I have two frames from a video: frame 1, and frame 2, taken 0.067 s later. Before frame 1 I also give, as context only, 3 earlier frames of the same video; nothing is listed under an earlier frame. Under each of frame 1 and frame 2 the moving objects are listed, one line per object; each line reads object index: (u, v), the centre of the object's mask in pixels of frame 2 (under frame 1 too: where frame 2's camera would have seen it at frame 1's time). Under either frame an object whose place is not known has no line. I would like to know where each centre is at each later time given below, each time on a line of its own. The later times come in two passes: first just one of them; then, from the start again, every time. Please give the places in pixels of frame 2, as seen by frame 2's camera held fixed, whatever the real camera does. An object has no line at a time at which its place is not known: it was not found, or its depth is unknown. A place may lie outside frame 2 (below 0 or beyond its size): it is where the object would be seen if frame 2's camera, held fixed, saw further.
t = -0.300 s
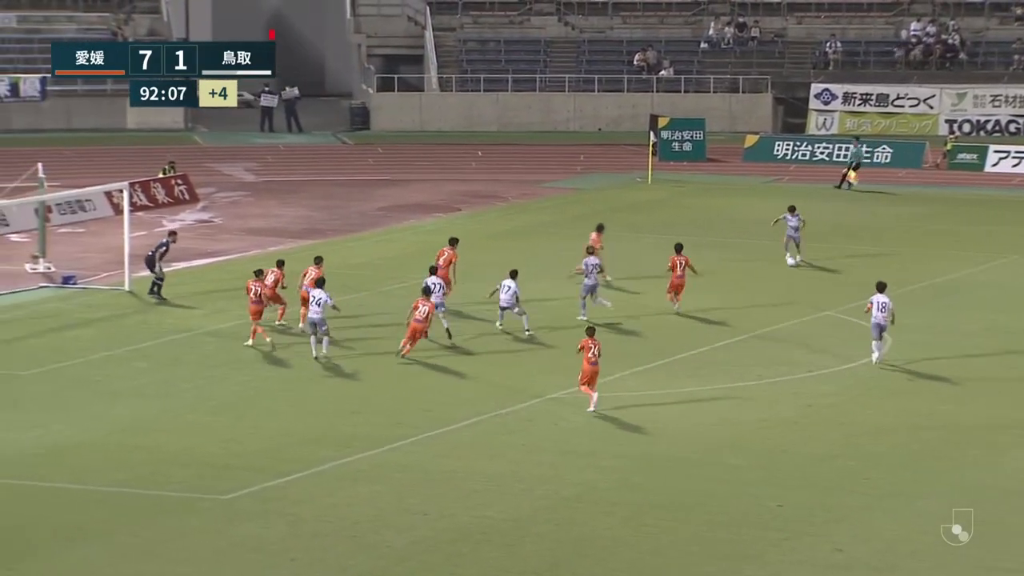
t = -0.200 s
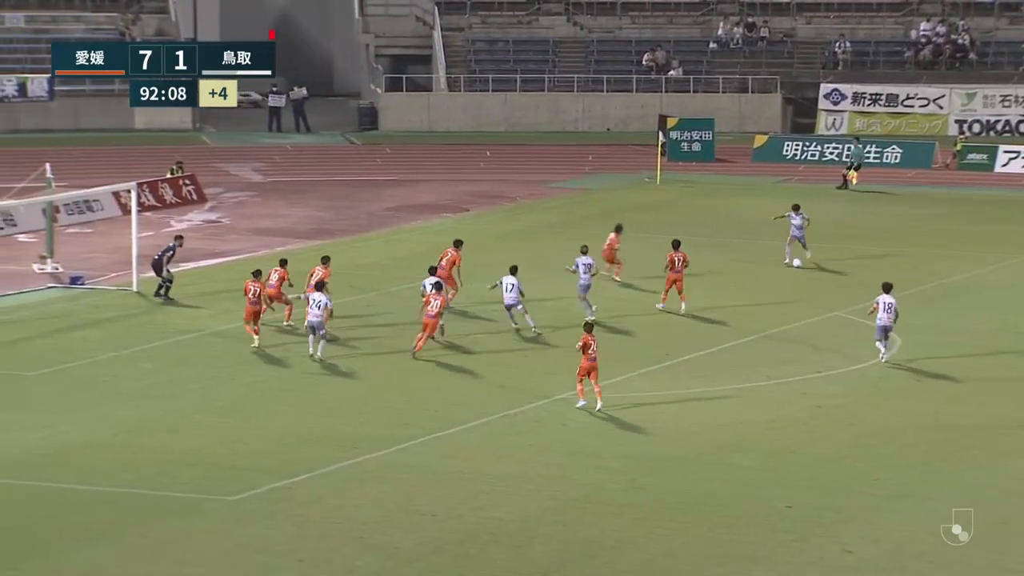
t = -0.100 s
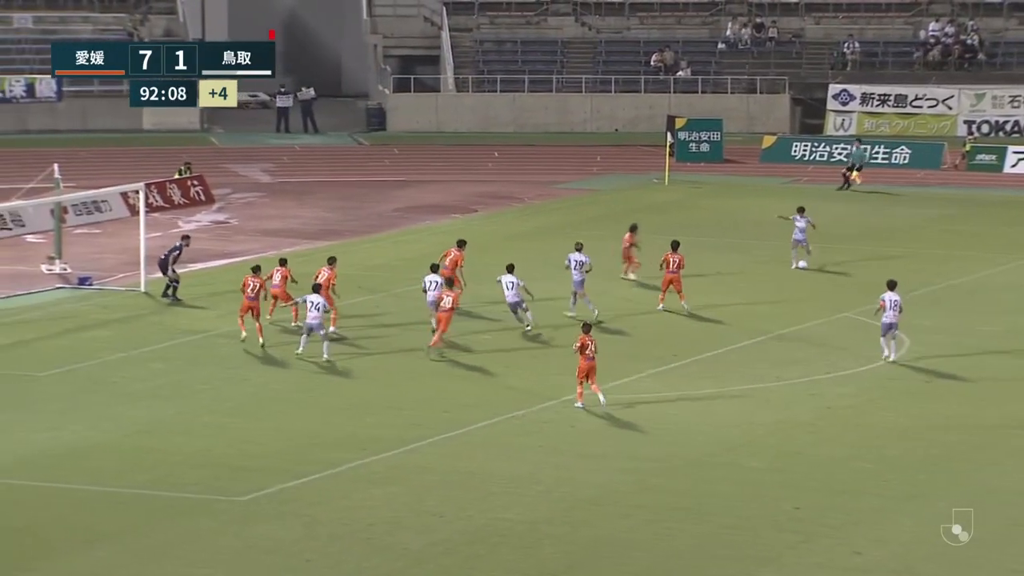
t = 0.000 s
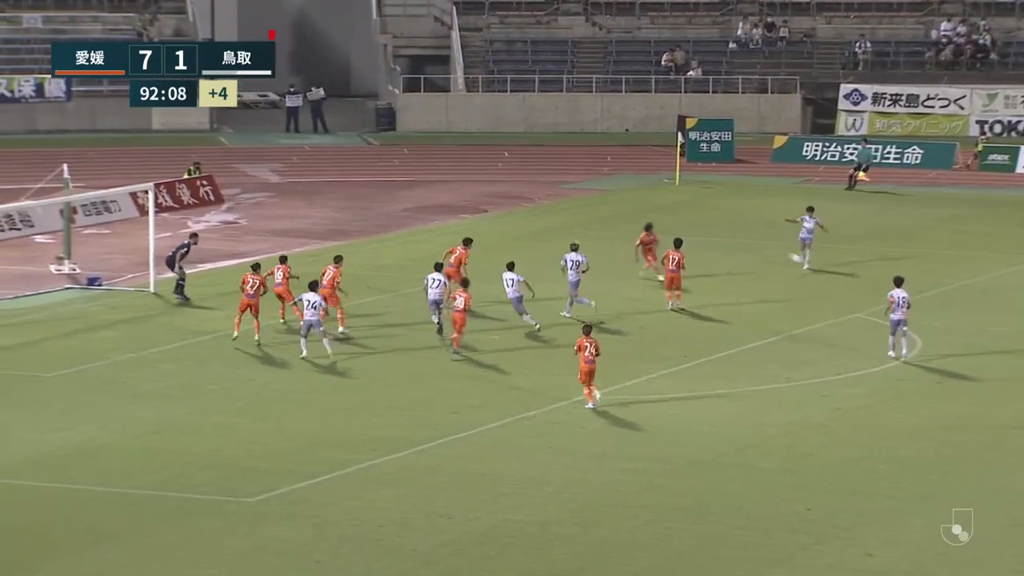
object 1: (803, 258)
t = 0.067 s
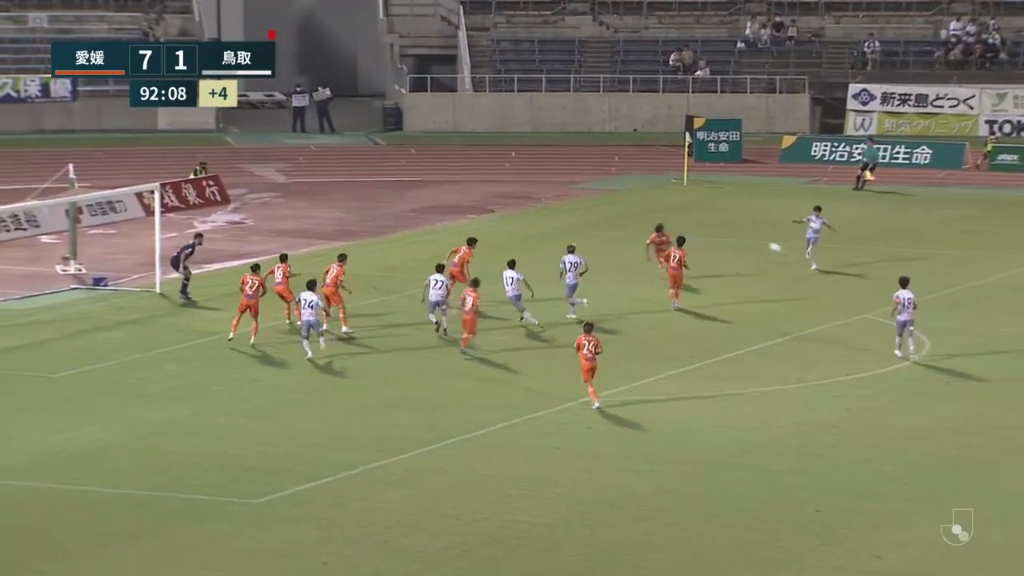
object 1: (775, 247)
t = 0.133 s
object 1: (746, 237)
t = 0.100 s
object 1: (761, 242)
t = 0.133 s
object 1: (746, 237)
